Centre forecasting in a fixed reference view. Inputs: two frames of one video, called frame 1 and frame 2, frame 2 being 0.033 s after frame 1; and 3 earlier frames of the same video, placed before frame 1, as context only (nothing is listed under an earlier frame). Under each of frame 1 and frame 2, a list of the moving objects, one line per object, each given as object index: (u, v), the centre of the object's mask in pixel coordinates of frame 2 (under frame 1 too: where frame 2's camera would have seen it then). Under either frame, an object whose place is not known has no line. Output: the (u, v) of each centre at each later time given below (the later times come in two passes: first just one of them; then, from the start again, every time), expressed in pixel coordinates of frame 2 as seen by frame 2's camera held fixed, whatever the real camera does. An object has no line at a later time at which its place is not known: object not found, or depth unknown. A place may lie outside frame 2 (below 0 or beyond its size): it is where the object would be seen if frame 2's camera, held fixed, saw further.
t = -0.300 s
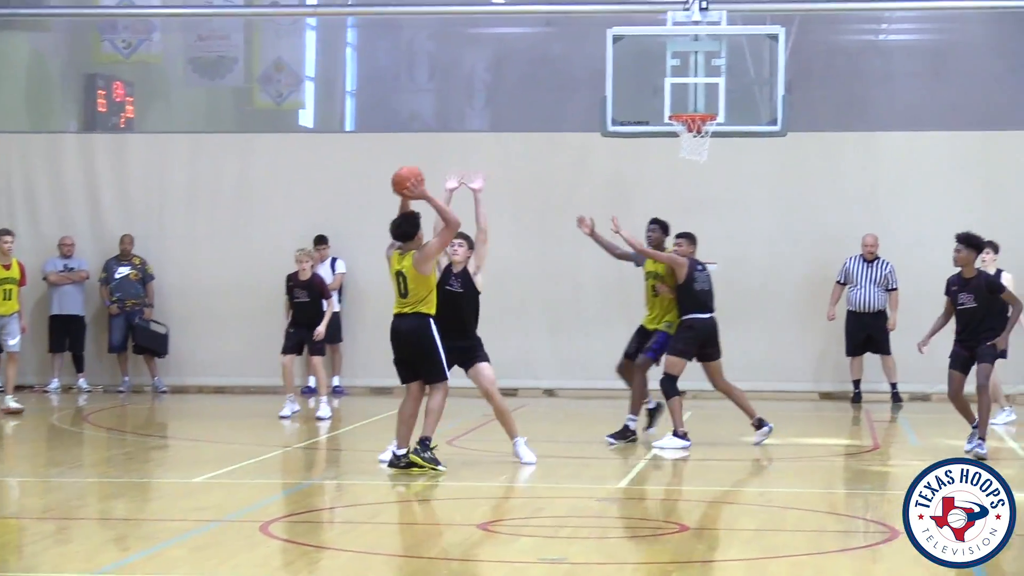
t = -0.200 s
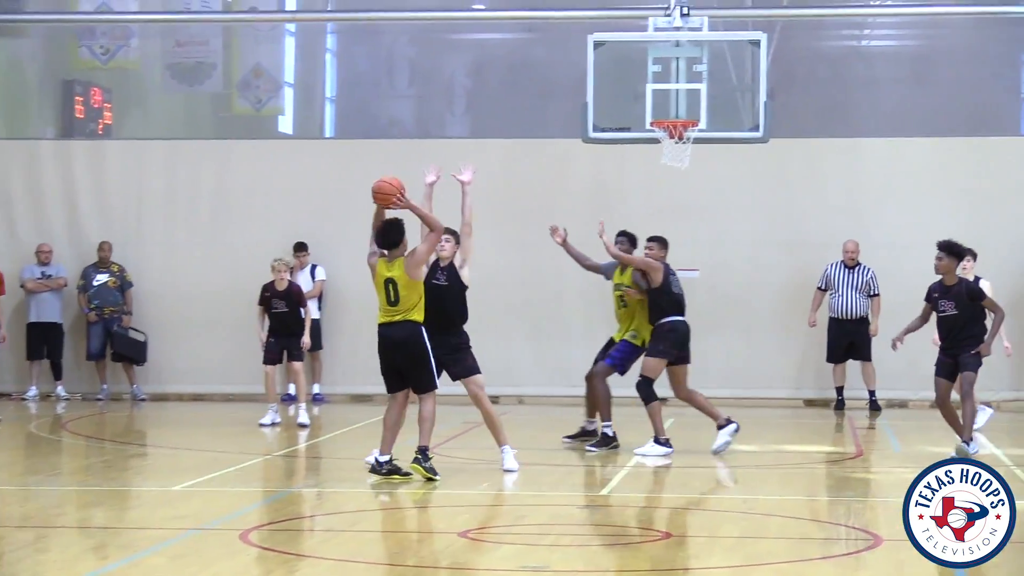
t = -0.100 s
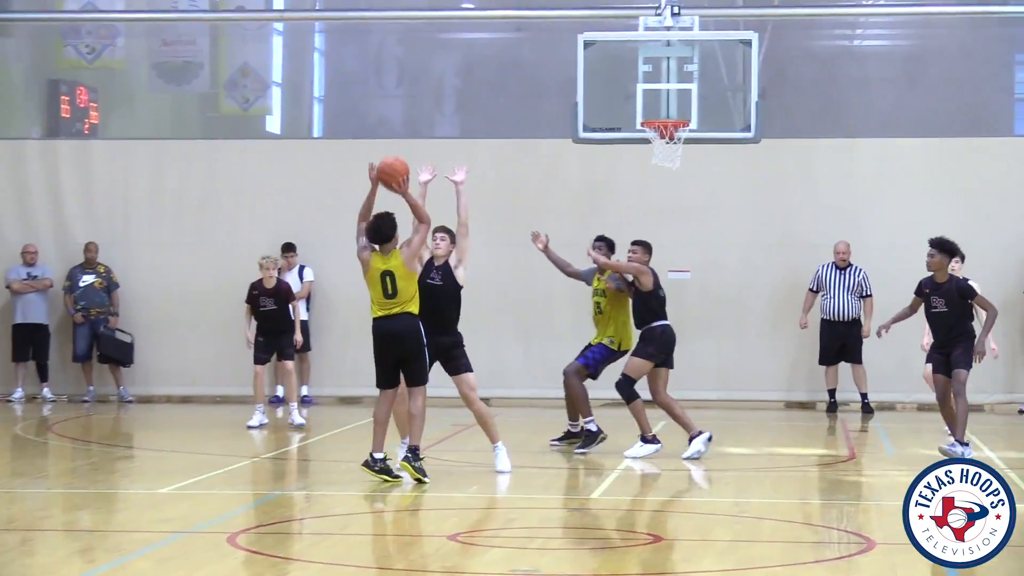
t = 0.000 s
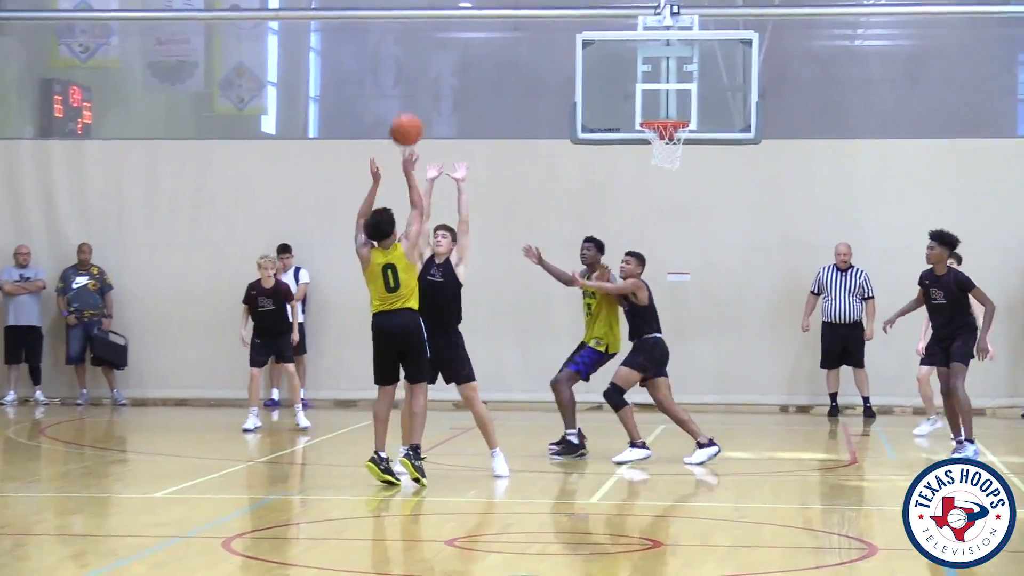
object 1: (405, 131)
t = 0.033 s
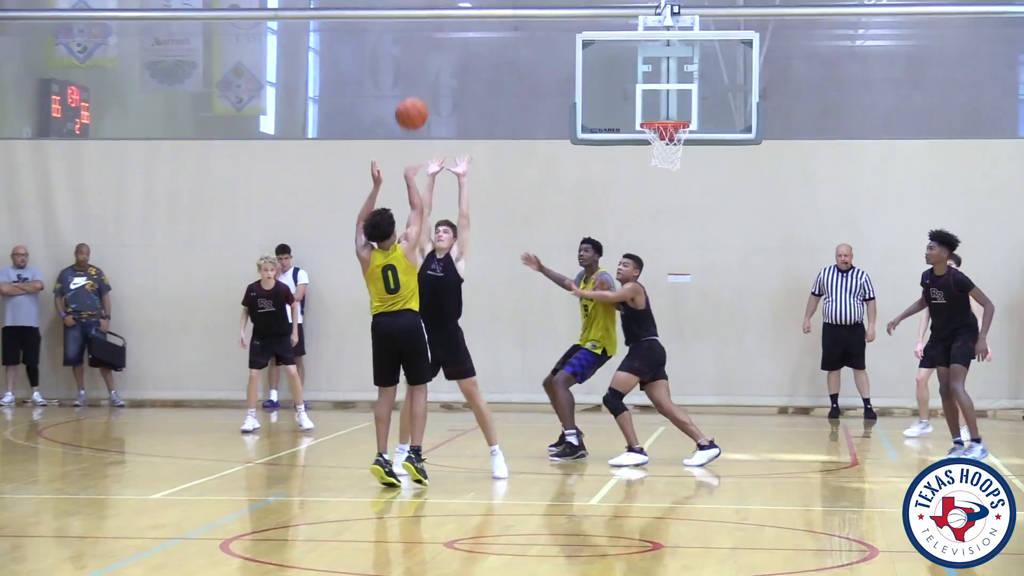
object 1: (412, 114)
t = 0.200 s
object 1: (440, 55)
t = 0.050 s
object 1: (415, 106)
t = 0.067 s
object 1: (418, 98)
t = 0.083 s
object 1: (421, 91)
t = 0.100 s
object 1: (423, 85)
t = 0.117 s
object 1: (426, 79)
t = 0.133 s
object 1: (429, 73)
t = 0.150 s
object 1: (432, 68)
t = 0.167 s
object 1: (435, 63)
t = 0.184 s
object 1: (437, 59)
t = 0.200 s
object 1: (440, 55)
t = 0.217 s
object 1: (442, 51)
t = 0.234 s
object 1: (445, 48)
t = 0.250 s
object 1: (447, 45)
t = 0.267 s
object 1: (450, 43)
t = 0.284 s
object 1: (453, 41)
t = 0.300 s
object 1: (455, 39)
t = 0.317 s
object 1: (458, 38)
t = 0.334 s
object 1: (460, 37)
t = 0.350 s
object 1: (462, 37)
